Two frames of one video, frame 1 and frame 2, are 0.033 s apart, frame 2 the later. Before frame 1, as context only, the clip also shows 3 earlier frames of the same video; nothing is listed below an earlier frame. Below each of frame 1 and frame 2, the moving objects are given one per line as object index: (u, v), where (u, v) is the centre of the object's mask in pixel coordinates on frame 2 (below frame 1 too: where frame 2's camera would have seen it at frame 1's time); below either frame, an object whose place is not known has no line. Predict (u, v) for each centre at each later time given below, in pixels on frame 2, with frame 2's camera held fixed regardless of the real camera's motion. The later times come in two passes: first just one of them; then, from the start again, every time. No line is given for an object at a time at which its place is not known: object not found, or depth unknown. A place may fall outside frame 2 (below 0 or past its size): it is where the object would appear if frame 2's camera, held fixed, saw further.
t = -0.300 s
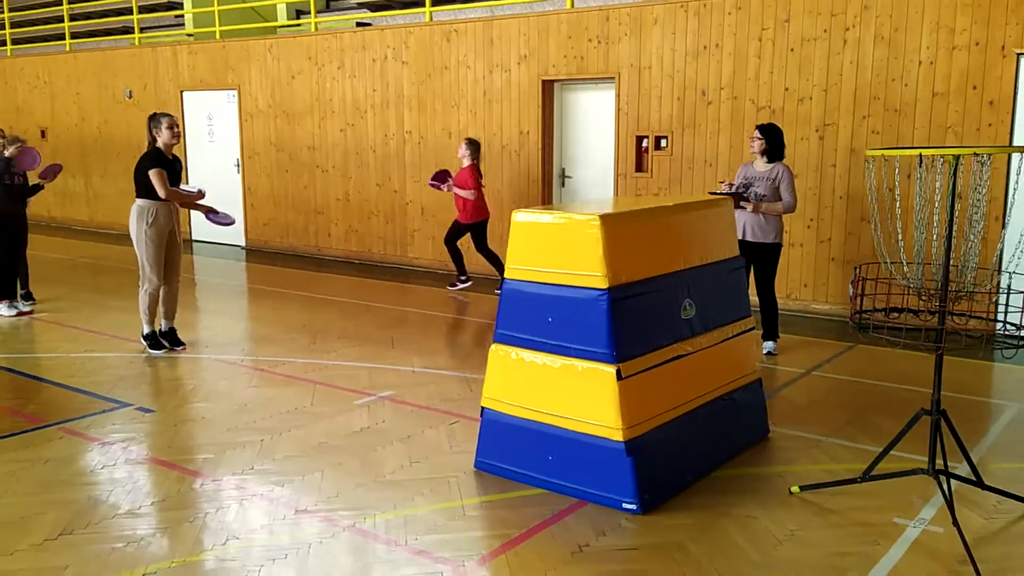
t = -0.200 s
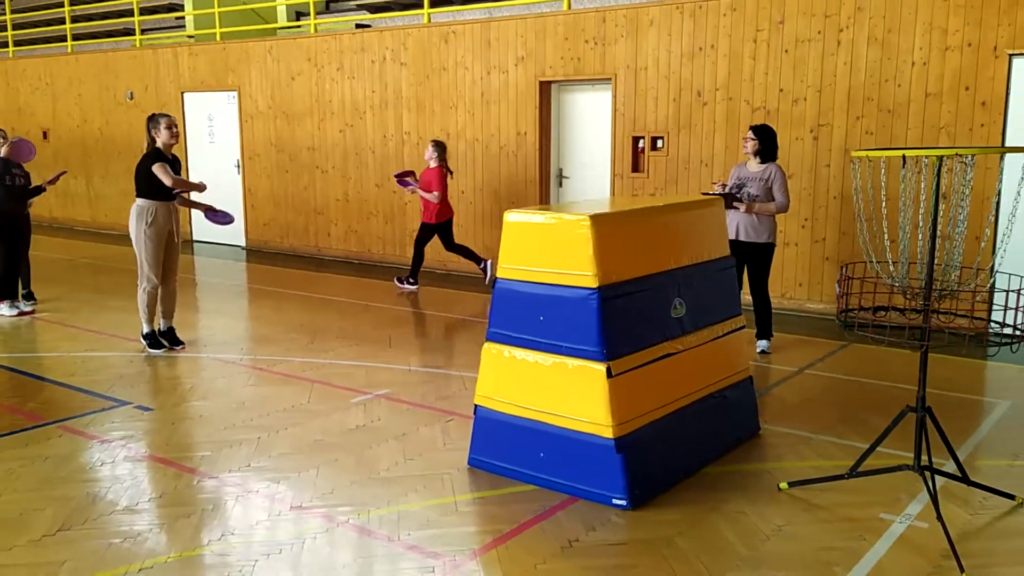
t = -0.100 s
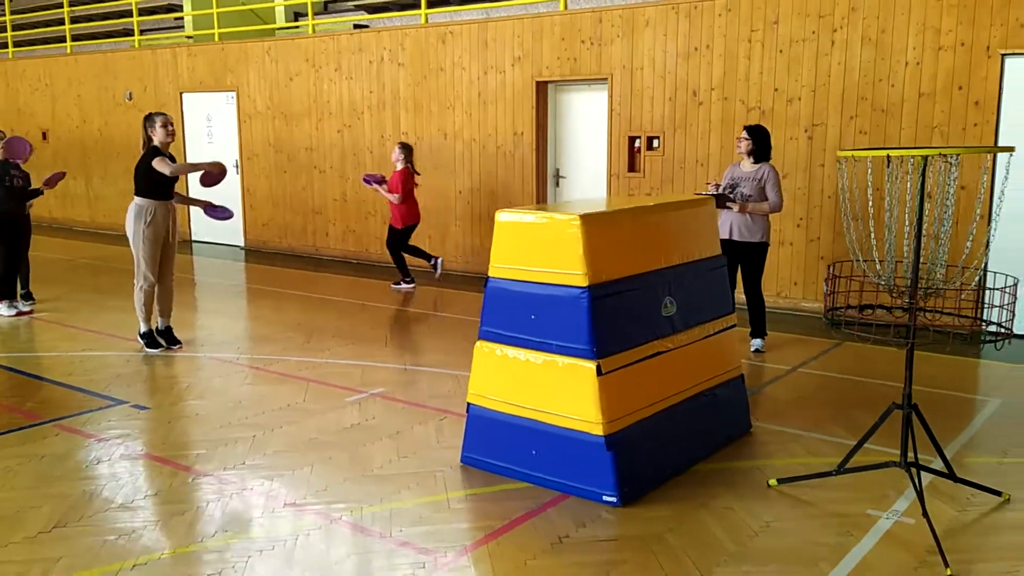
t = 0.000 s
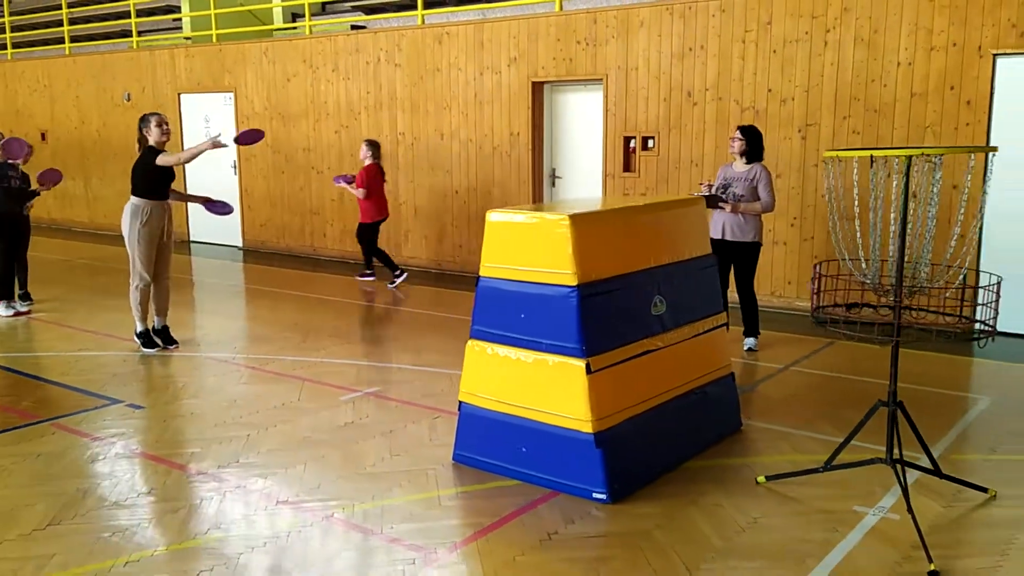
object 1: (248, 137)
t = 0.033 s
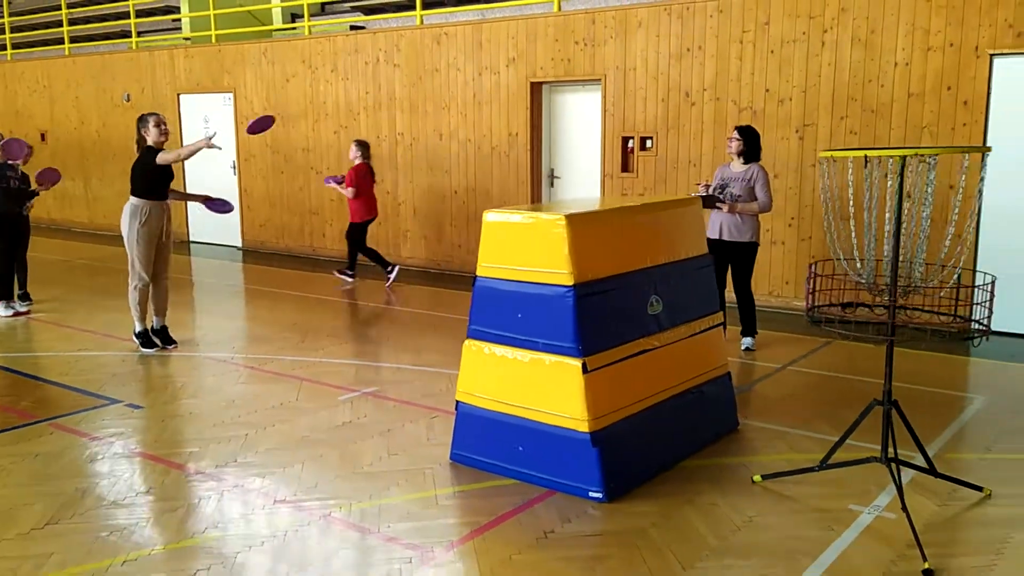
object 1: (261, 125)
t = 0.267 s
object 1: (353, 69)
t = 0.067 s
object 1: (274, 113)
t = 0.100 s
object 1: (286, 102)
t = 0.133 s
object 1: (299, 93)
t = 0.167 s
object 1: (312, 85)
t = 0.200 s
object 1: (326, 78)
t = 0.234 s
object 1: (339, 73)
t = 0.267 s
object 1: (353, 69)
